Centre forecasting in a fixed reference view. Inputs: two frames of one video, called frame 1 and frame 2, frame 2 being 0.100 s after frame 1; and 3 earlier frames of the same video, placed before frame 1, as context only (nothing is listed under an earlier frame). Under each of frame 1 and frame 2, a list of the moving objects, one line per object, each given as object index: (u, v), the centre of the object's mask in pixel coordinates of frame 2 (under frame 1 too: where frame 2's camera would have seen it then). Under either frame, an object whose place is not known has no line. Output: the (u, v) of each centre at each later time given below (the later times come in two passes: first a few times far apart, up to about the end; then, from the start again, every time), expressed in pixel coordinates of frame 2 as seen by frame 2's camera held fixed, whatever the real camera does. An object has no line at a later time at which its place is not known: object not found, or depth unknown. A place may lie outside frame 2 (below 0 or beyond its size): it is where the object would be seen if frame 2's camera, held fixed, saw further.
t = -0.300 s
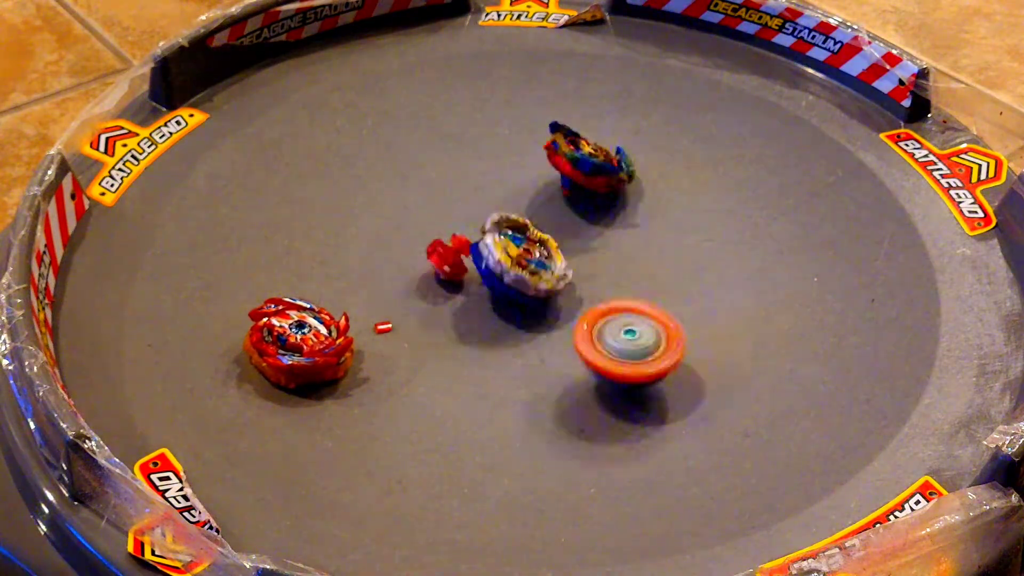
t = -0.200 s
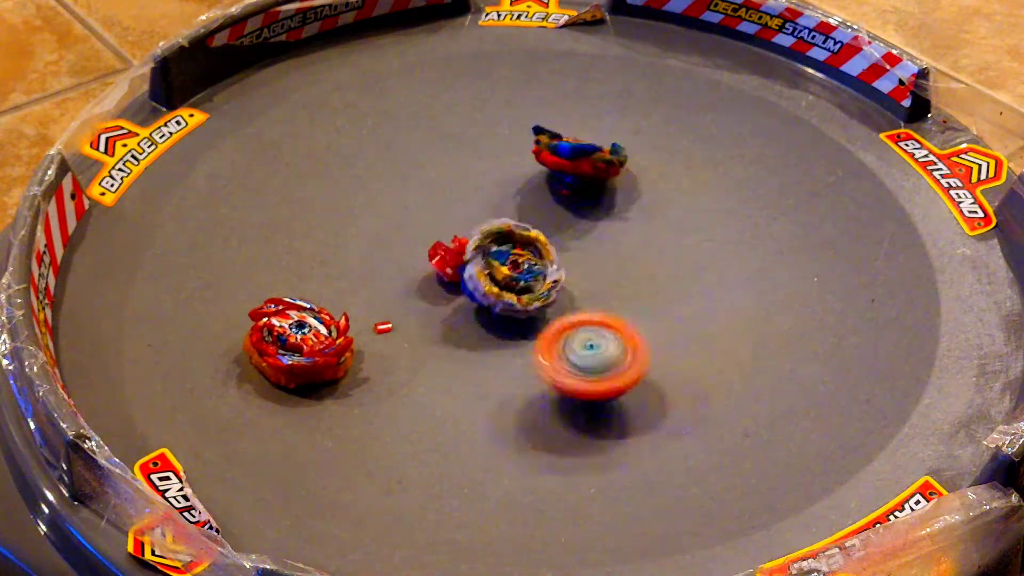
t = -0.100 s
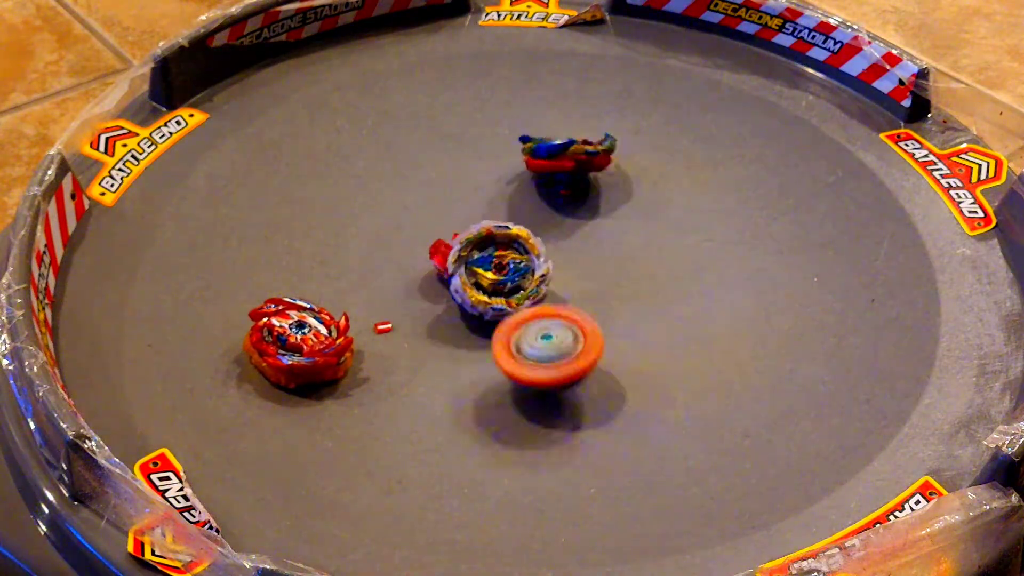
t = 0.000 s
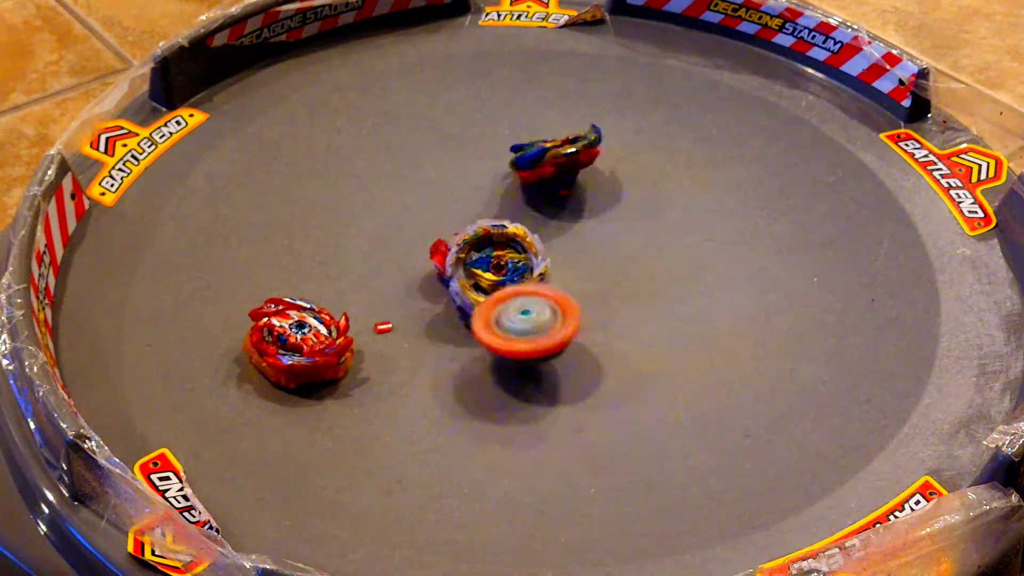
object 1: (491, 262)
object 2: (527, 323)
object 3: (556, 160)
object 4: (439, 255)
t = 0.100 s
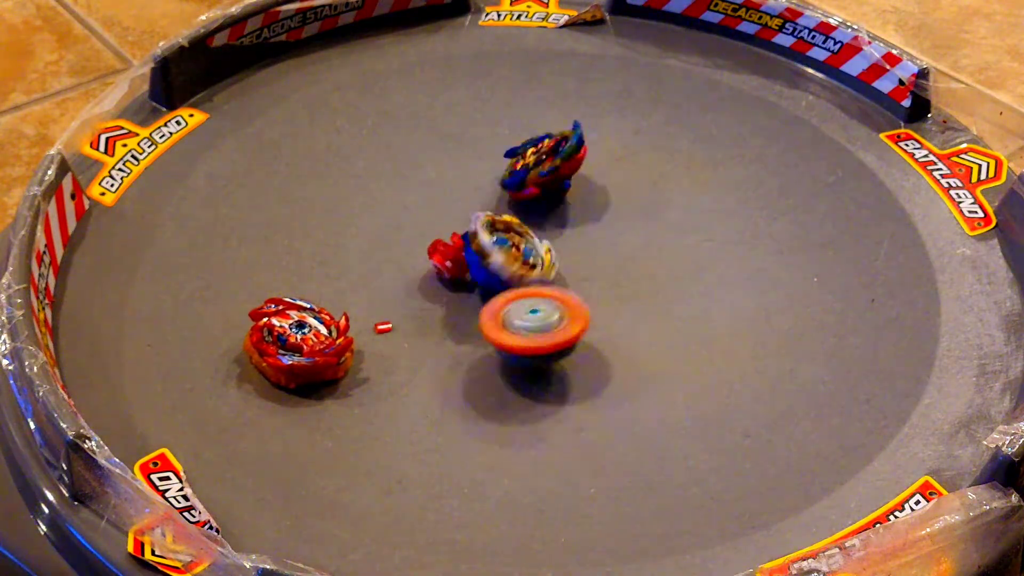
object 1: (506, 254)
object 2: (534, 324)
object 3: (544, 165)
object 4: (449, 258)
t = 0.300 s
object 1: (510, 259)
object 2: (590, 309)
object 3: (564, 187)
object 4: (438, 255)
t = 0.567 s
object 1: (510, 257)
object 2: (556, 317)
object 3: (590, 167)
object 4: (442, 261)
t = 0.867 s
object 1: (541, 261)
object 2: (477, 303)
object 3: (594, 176)
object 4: (440, 259)
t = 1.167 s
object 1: (571, 270)
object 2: (514, 326)
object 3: (541, 179)
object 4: (440, 262)
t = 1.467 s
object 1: (570, 275)
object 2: (512, 346)
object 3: (544, 167)
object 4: (441, 262)
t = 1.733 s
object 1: (569, 276)
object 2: (476, 332)
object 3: (556, 185)
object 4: (441, 263)
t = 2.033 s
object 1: (569, 276)
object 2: (463, 287)
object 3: (594, 180)
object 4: (435, 251)
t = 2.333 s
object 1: (579, 279)
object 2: (445, 259)
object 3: (583, 186)
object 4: (495, 184)
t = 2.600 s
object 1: (579, 278)
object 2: (456, 275)
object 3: (545, 184)
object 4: (484, 180)
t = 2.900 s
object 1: (579, 278)
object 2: (460, 266)
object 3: (565, 187)
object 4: (494, 179)
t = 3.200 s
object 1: (587, 280)
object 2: (484, 233)
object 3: (585, 185)
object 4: (500, 178)
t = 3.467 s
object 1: (586, 287)
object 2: (480, 243)
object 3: (585, 181)
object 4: (500, 178)
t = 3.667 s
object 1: (580, 292)
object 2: (488, 259)
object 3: (572, 181)
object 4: (500, 178)
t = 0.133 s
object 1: (505, 254)
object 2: (541, 322)
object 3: (542, 169)
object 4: (446, 257)
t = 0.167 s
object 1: (506, 254)
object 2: (550, 318)
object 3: (540, 173)
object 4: (442, 256)
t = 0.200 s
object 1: (505, 255)
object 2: (560, 315)
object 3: (541, 178)
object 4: (438, 256)
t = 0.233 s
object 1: (506, 256)
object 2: (570, 312)
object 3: (545, 181)
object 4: (438, 255)
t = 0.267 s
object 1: (508, 257)
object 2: (581, 310)
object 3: (553, 184)
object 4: (438, 255)
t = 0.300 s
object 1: (510, 259)
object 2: (590, 309)
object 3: (564, 187)
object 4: (438, 255)
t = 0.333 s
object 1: (512, 260)
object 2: (595, 309)
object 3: (575, 186)
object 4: (439, 257)
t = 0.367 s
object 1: (514, 261)
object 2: (597, 309)
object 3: (584, 184)
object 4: (440, 258)
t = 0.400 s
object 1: (515, 258)
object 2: (596, 310)
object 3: (590, 181)
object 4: (441, 260)
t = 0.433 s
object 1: (516, 259)
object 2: (592, 311)
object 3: (593, 177)
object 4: (442, 261)
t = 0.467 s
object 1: (515, 259)
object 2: (585, 311)
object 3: (594, 174)
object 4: (442, 261)
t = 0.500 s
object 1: (514, 257)
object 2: (574, 311)
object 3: (594, 171)
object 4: (442, 261)
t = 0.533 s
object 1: (513, 256)
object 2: (566, 316)
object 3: (592, 169)
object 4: (442, 261)
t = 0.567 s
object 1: (510, 257)
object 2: (556, 317)
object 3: (590, 167)
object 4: (442, 261)
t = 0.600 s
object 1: (509, 256)
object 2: (546, 317)
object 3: (589, 166)
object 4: (443, 261)
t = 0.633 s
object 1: (508, 254)
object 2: (535, 316)
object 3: (588, 165)
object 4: (442, 261)
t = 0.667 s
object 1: (507, 252)
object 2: (523, 314)
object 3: (588, 165)
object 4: (439, 262)
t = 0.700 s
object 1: (508, 251)
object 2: (512, 311)
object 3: (588, 166)
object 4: (439, 262)
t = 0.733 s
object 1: (514, 250)
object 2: (496, 311)
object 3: (590, 167)
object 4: (439, 263)
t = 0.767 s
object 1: (521, 252)
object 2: (484, 309)
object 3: (591, 168)
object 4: (438, 263)
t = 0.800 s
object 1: (526, 253)
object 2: (477, 307)
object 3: (593, 170)
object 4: (440, 261)
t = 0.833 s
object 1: (532, 254)
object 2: (475, 304)
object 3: (594, 173)
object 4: (440, 260)
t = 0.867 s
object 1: (541, 261)
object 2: (477, 303)
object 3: (594, 176)
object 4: (440, 259)
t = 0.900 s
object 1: (547, 262)
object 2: (481, 303)
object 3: (593, 179)
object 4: (440, 259)
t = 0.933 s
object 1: (556, 263)
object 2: (481, 307)
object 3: (590, 182)
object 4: (440, 260)
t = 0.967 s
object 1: (563, 264)
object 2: (484, 310)
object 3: (584, 186)
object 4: (440, 261)
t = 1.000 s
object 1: (567, 265)
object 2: (487, 314)
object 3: (577, 185)
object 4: (440, 263)
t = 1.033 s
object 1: (568, 268)
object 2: (491, 317)
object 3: (567, 185)
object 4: (440, 263)
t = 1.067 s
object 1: (570, 269)
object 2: (496, 320)
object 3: (557, 184)
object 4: (440, 262)
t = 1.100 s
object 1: (571, 269)
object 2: (501, 321)
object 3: (548, 182)
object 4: (441, 262)
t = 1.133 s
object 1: (571, 270)
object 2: (508, 324)
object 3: (544, 181)
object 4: (440, 262)
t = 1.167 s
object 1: (571, 270)
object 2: (514, 326)
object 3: (541, 179)
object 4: (440, 262)
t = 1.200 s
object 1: (571, 271)
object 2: (518, 328)
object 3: (540, 175)
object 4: (441, 262)
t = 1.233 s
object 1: (571, 271)
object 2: (521, 330)
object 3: (540, 172)
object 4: (441, 262)
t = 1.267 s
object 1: (570, 272)
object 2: (521, 333)
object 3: (542, 169)
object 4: (441, 263)
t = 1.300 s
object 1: (570, 272)
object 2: (521, 336)
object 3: (543, 168)
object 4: (441, 262)
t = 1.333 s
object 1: (570, 273)
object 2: (521, 339)
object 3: (544, 167)
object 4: (440, 262)
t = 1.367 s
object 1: (569, 273)
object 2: (520, 341)
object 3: (545, 166)
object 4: (441, 262)
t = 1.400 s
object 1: (569, 274)
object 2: (519, 343)
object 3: (545, 166)
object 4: (440, 262)
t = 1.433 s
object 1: (570, 274)
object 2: (516, 345)
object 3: (544, 166)
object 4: (440, 262)
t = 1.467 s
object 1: (570, 275)
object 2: (512, 346)
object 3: (544, 167)
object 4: (441, 262)
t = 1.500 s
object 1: (570, 274)
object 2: (508, 346)
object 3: (541, 173)
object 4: (441, 262)
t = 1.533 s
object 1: (570, 275)
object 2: (503, 345)
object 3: (540, 174)
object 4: (441, 263)
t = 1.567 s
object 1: (570, 275)
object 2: (498, 344)
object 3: (540, 174)
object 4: (441, 263)
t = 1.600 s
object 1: (570, 275)
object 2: (494, 343)
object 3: (540, 176)
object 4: (441, 263)
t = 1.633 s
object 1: (569, 273)
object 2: (490, 341)
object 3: (541, 179)
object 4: (441, 263)
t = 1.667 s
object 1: (569, 275)
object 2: (485, 339)
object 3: (544, 181)
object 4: (441, 263)
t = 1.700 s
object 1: (569, 275)
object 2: (481, 336)
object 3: (549, 183)
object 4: (441, 263)
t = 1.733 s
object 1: (569, 276)
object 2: (476, 332)
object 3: (556, 185)
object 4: (441, 263)
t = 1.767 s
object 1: (568, 277)
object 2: (472, 328)
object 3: (564, 186)
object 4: (440, 263)
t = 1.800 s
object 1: (568, 277)
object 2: (468, 324)
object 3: (573, 186)
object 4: (440, 262)
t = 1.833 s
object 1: (568, 277)
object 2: (465, 318)
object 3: (581, 186)
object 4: (440, 261)
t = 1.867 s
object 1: (568, 277)
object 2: (462, 313)
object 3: (586, 185)
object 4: (440, 259)
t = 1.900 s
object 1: (568, 277)
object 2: (459, 308)
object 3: (590, 183)
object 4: (440, 257)
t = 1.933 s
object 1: (569, 277)
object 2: (458, 303)
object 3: (592, 182)
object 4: (439, 256)
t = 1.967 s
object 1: (569, 276)
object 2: (459, 298)
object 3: (593, 181)
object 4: (438, 254)
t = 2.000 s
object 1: (569, 276)
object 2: (461, 293)
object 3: (594, 180)
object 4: (437, 252)
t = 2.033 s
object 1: (569, 276)
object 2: (463, 287)
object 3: (594, 180)
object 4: (435, 251)
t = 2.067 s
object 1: (569, 276)
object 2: (466, 281)
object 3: (595, 180)
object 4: (440, 245)
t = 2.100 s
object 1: (570, 276)
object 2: (471, 277)
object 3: (595, 180)
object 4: (445, 236)
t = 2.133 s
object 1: (573, 277)
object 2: (468, 274)
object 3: (594, 180)
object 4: (451, 224)
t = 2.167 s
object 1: (578, 278)
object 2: (461, 267)
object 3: (594, 180)
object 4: (458, 215)
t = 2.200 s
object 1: (579, 279)
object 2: (456, 264)
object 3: (594, 181)
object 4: (467, 205)
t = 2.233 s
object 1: (579, 279)
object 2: (451, 262)
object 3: (592, 182)
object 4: (475, 199)
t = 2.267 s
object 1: (579, 279)
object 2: (448, 261)
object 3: (591, 183)
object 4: (484, 195)
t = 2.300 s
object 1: (579, 279)
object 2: (446, 260)
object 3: (588, 184)
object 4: (491, 188)
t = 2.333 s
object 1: (579, 279)
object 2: (445, 259)
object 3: (583, 186)
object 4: (495, 184)
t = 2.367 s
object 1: (579, 279)
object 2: (444, 262)
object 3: (577, 187)
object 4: (496, 183)
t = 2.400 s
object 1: (579, 279)
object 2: (445, 263)
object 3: (569, 187)
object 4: (498, 183)
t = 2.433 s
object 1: (579, 279)
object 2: (445, 265)
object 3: (561, 187)
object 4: (498, 183)
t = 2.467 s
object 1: (579, 279)
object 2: (447, 266)
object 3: (554, 187)
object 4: (497, 181)
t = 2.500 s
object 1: (579, 278)
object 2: (450, 268)
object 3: (550, 185)
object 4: (492, 180)
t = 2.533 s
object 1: (579, 278)
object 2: (453, 270)
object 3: (547, 185)
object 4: (489, 180)
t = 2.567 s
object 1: (579, 278)
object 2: (455, 273)
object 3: (546, 184)
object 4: (486, 180)
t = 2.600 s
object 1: (579, 278)
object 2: (456, 275)
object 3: (545, 184)
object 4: (484, 180)
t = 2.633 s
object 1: (579, 278)
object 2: (457, 276)
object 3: (545, 183)
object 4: (481, 179)
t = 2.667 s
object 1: (579, 278)
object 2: (456, 275)
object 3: (545, 183)
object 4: (481, 179)
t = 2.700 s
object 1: (579, 278)
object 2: (455, 275)
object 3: (545, 183)
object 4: (481, 180)
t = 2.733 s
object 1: (579, 278)
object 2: (455, 275)
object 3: (547, 184)
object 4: (482, 180)
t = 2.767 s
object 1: (579, 278)
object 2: (455, 275)
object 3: (548, 185)
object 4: (484, 180)
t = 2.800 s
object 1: (579, 278)
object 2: (457, 273)
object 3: (551, 186)
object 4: (486, 180)
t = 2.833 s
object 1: (579, 278)
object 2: (458, 269)
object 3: (555, 187)
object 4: (489, 180)
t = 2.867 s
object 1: (579, 278)
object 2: (458, 267)
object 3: (560, 187)
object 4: (491, 180)
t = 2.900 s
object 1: (579, 278)
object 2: (460, 266)
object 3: (565, 187)
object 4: (494, 179)
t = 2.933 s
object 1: (579, 278)
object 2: (463, 264)
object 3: (571, 187)
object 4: (497, 179)
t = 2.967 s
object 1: (579, 278)
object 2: (469, 260)
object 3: (575, 187)
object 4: (500, 178)
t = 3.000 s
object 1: (579, 278)
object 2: (474, 256)
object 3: (579, 186)
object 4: (501, 178)
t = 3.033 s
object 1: (579, 278)
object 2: (478, 254)
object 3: (582, 185)
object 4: (501, 178)
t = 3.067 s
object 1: (585, 280)
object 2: (474, 249)
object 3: (584, 185)
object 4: (501, 178)
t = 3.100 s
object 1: (587, 280)
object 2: (473, 243)
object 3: (586, 184)
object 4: (500, 178)
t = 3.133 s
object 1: (587, 280)
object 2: (476, 239)
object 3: (586, 184)
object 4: (500, 178)
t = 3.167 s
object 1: (587, 280)
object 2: (479, 236)
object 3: (586, 184)
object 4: (500, 178)
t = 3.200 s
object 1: (587, 280)
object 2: (484, 233)
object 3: (585, 185)
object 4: (500, 178)
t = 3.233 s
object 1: (587, 280)
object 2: (491, 231)
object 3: (583, 185)
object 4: (500, 177)
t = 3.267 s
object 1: (587, 280)
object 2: (499, 230)
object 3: (581, 186)
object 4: (500, 177)
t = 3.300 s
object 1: (588, 280)
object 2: (502, 231)
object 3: (581, 186)
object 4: (500, 178)
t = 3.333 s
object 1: (589, 281)
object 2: (495, 233)
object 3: (590, 186)
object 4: (500, 178)
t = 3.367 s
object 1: (588, 283)
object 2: (487, 236)
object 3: (593, 188)
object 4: (500, 178)
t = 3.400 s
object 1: (588, 285)
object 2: (483, 239)
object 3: (590, 182)
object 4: (500, 178)
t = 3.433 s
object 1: (587, 286)
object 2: (481, 238)
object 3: (588, 181)
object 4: (500, 178)
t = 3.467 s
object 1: (586, 287)
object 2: (480, 243)
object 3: (585, 181)
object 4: (500, 178)
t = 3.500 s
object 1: (585, 289)
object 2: (482, 246)
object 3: (583, 180)
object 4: (500, 178)
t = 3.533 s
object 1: (584, 290)
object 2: (483, 247)
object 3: (581, 180)
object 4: (500, 178)
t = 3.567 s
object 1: (583, 290)
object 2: (485, 251)
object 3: (578, 179)
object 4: (500, 178)
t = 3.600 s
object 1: (582, 291)
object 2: (488, 255)
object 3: (576, 181)
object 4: (500, 178)
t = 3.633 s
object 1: (580, 292)
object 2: (488, 255)
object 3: (573, 181)
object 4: (500, 178)
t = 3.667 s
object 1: (580, 292)
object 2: (488, 259)
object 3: (572, 181)
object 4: (500, 178)
